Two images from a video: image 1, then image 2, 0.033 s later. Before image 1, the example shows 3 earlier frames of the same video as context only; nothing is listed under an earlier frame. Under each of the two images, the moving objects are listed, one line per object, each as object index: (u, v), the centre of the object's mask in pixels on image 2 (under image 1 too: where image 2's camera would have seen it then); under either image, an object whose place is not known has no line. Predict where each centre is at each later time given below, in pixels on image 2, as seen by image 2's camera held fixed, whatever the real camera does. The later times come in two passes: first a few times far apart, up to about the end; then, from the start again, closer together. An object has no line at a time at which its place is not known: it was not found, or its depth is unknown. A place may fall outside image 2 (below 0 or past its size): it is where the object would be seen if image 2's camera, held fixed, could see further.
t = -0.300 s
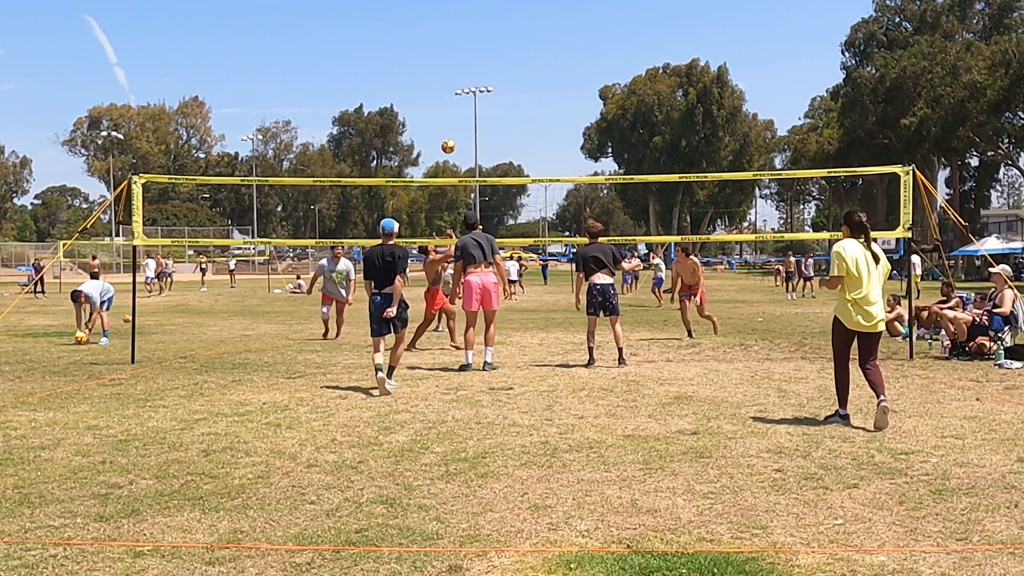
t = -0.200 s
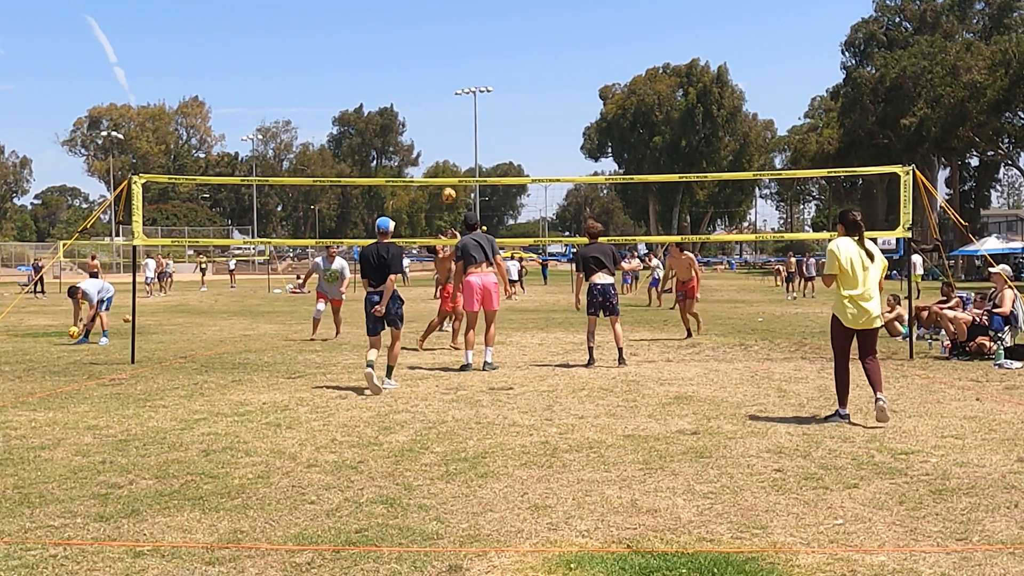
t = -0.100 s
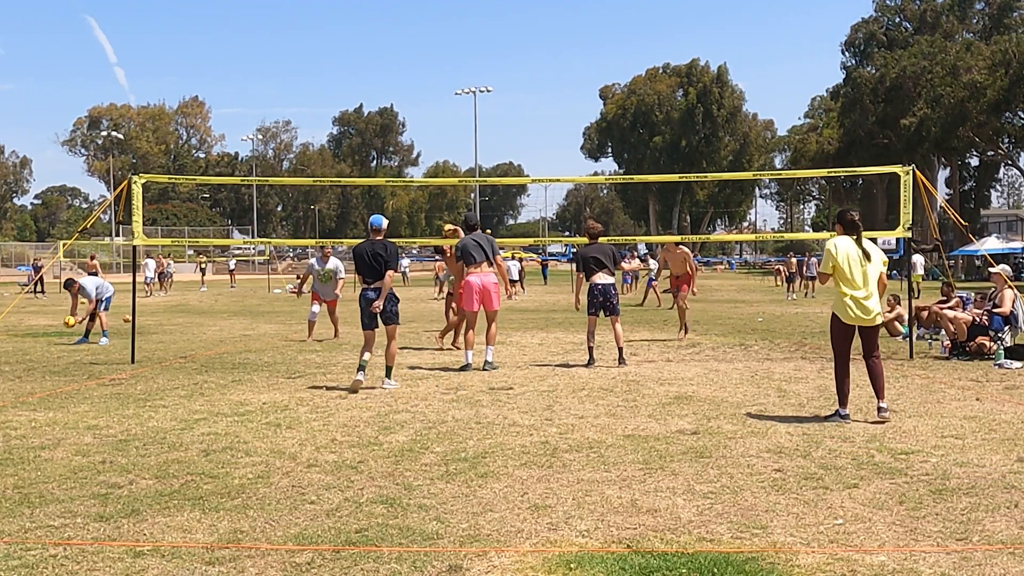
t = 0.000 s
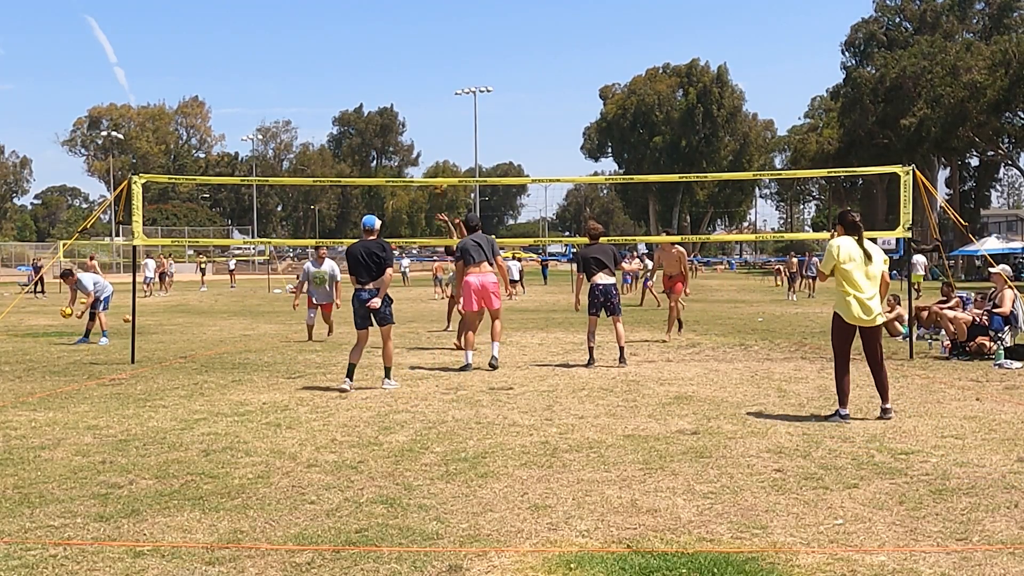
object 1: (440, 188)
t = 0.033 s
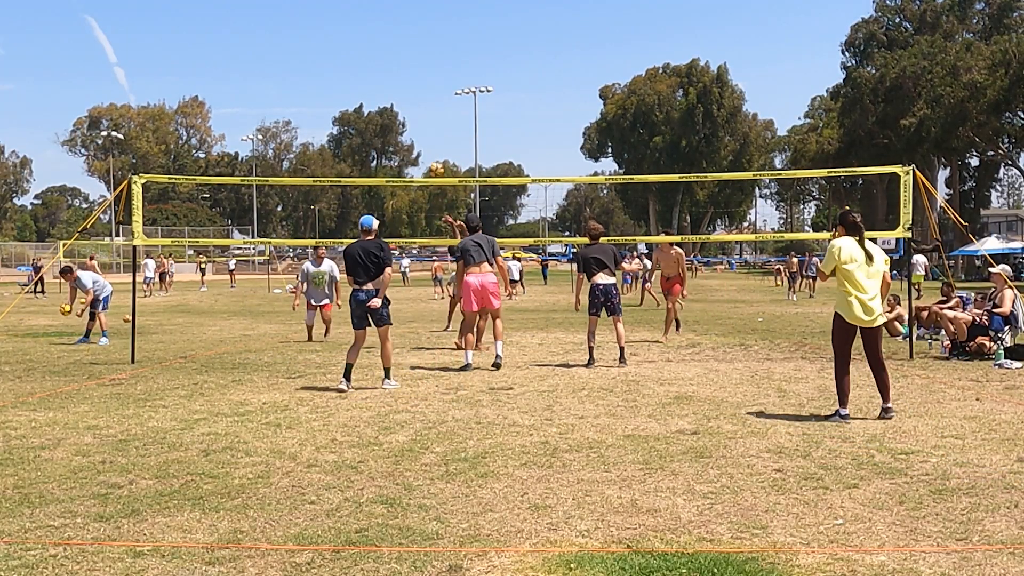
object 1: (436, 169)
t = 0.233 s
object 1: (417, 93)
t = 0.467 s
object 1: (398, 36)
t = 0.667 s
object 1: (383, 16)
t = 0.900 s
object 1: (367, 27)
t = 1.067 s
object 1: (357, 57)
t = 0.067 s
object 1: (433, 155)
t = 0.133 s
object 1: (426, 128)
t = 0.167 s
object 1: (423, 116)
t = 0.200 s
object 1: (420, 104)
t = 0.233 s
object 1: (417, 93)
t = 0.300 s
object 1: (412, 73)
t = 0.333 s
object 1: (409, 64)
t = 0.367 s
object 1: (406, 56)
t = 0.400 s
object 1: (403, 49)
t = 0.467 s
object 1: (398, 36)
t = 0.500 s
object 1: (395, 31)
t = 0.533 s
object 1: (393, 27)
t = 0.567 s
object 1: (390, 23)
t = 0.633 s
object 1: (385, 18)
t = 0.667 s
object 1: (383, 16)
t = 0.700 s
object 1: (380, 15)
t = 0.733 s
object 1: (378, 15)
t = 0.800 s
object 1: (373, 18)
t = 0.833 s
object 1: (372, 20)
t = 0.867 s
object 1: (369, 23)
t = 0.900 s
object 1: (367, 27)
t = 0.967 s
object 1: (363, 37)
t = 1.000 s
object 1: (361, 43)
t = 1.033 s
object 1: (359, 50)
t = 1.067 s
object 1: (357, 57)
